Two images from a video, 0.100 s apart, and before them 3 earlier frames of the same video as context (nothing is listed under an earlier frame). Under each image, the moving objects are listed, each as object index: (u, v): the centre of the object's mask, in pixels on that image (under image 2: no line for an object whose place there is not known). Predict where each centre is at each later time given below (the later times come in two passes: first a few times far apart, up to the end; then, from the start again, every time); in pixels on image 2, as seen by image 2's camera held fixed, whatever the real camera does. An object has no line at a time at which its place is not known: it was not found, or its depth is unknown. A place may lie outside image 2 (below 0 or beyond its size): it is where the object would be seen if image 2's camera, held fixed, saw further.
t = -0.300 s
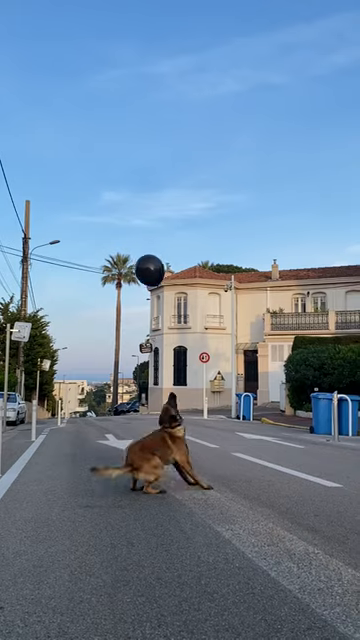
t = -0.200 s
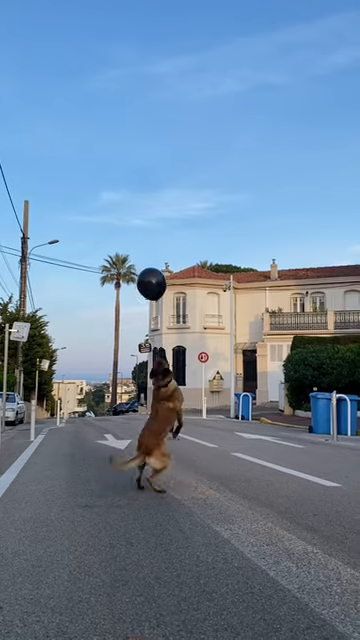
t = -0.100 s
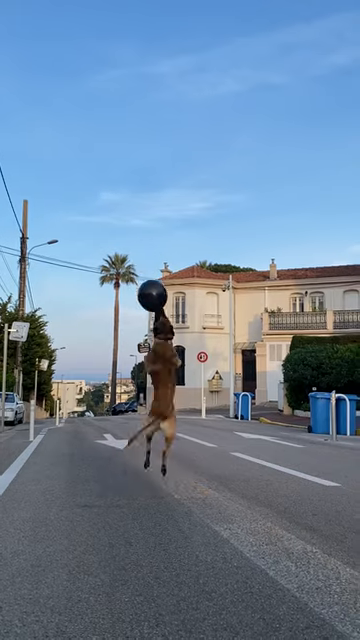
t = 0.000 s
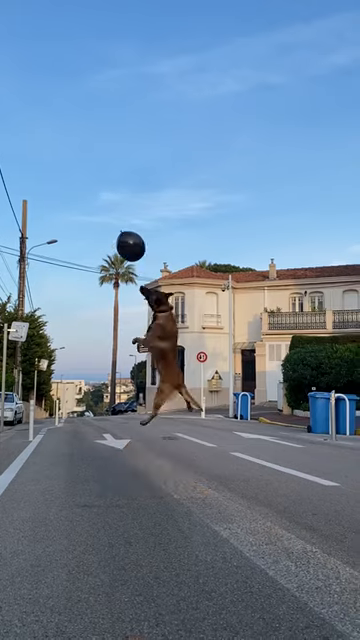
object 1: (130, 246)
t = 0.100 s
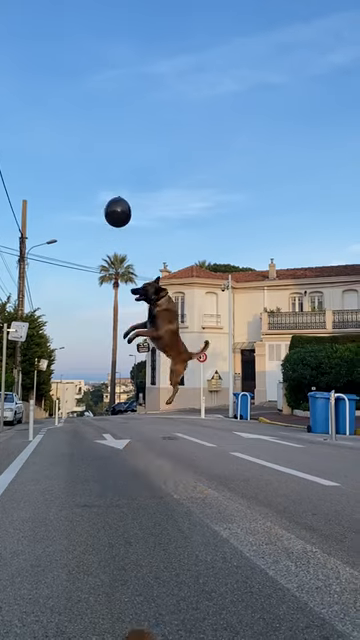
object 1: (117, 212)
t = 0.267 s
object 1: (117, 189)
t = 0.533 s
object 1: (116, 174)
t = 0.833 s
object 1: (108, 172)
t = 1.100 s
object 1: (104, 181)
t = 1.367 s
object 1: (104, 196)
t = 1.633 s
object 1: (104, 218)
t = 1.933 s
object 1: (103, 249)
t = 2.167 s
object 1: (102, 274)
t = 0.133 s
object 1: (116, 205)
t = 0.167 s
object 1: (116, 200)
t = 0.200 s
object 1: (116, 195)
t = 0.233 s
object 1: (117, 192)
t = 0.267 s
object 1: (117, 189)
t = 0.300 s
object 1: (117, 186)
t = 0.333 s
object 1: (117, 184)
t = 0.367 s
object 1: (117, 182)
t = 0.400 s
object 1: (117, 179)
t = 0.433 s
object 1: (117, 178)
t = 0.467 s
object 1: (117, 176)
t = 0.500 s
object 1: (116, 175)
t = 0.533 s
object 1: (116, 174)
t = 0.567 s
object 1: (115, 173)
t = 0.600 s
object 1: (114, 172)
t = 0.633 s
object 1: (113, 171)
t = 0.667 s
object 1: (112, 171)
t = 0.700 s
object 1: (112, 171)
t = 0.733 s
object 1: (111, 171)
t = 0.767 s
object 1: (110, 171)
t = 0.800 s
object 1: (109, 171)
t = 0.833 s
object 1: (108, 172)
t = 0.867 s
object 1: (108, 172)
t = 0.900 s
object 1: (107, 173)
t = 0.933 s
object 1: (106, 174)
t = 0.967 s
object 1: (106, 175)
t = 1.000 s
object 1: (105, 176)
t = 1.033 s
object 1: (105, 178)
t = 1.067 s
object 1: (105, 179)
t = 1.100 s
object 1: (104, 181)
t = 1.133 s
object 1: (104, 182)
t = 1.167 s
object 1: (104, 184)
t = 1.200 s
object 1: (104, 186)
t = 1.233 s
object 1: (104, 188)
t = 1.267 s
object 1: (104, 190)
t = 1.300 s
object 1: (104, 192)
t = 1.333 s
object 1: (104, 194)
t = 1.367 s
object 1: (104, 196)
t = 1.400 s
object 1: (104, 199)
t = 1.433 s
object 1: (104, 201)
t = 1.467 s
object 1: (104, 204)
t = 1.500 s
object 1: (104, 206)
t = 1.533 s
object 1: (104, 209)
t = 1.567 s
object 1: (104, 212)
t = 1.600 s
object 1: (104, 215)
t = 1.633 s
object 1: (104, 218)
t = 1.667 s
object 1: (104, 221)
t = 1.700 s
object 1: (104, 225)
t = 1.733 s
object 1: (104, 228)
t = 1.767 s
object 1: (104, 232)
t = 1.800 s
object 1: (104, 235)
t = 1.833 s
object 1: (104, 238)
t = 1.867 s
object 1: (104, 242)
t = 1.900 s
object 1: (104, 245)
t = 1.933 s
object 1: (103, 249)
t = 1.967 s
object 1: (103, 252)
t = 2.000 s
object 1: (103, 256)
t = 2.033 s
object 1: (103, 259)
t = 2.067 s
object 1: (103, 263)
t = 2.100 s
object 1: (103, 266)
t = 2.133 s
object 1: (102, 270)
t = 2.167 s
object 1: (102, 274)
